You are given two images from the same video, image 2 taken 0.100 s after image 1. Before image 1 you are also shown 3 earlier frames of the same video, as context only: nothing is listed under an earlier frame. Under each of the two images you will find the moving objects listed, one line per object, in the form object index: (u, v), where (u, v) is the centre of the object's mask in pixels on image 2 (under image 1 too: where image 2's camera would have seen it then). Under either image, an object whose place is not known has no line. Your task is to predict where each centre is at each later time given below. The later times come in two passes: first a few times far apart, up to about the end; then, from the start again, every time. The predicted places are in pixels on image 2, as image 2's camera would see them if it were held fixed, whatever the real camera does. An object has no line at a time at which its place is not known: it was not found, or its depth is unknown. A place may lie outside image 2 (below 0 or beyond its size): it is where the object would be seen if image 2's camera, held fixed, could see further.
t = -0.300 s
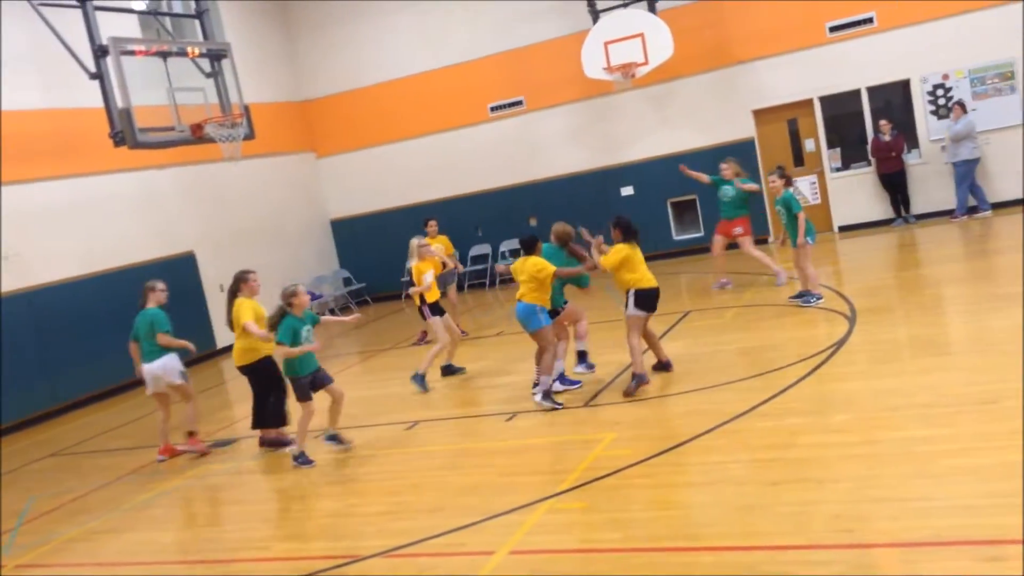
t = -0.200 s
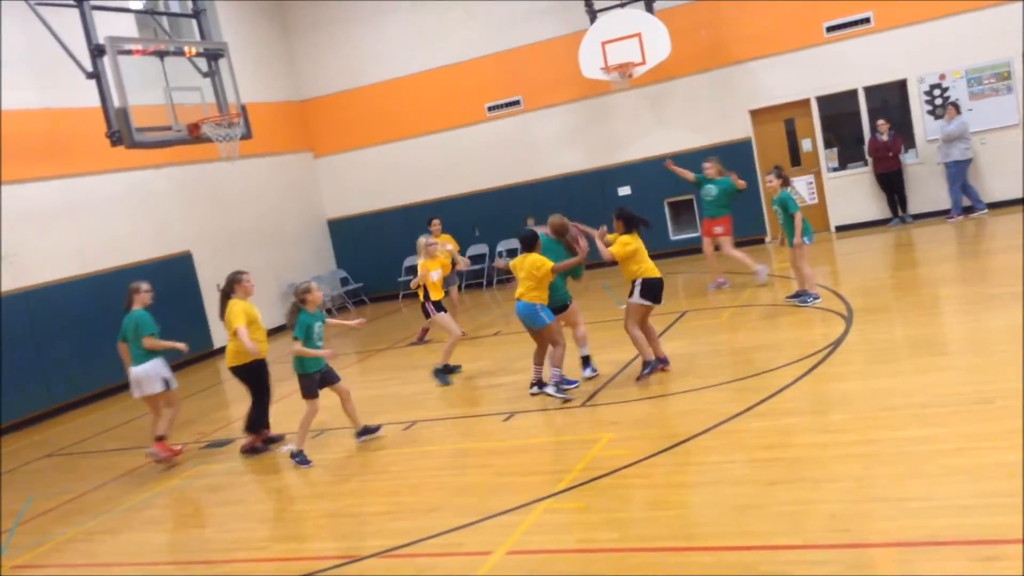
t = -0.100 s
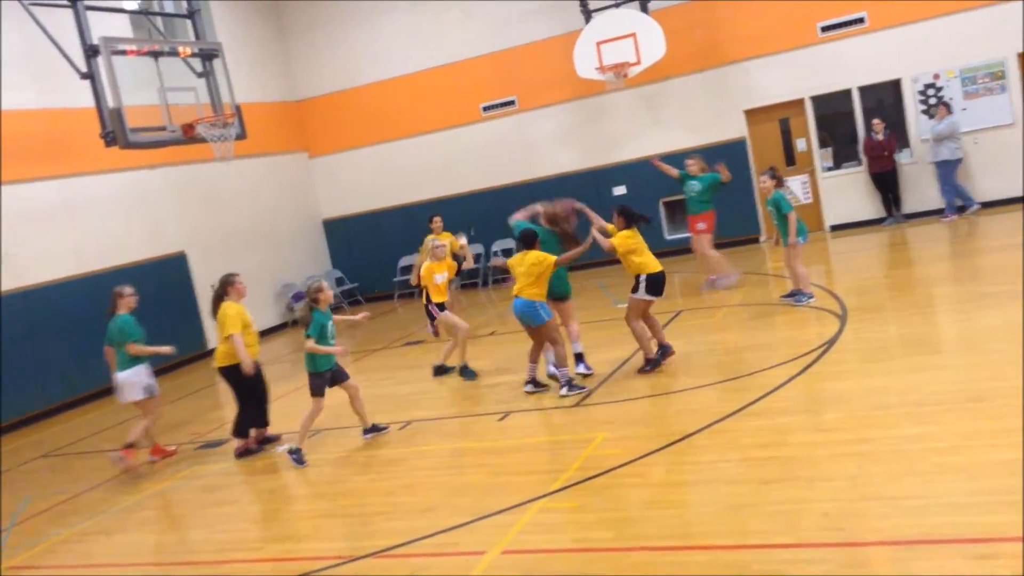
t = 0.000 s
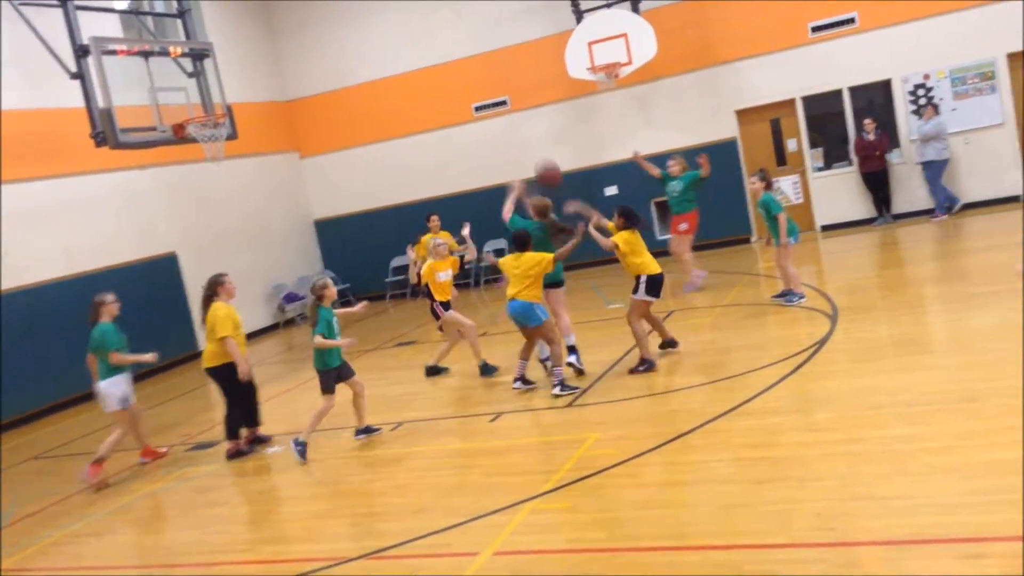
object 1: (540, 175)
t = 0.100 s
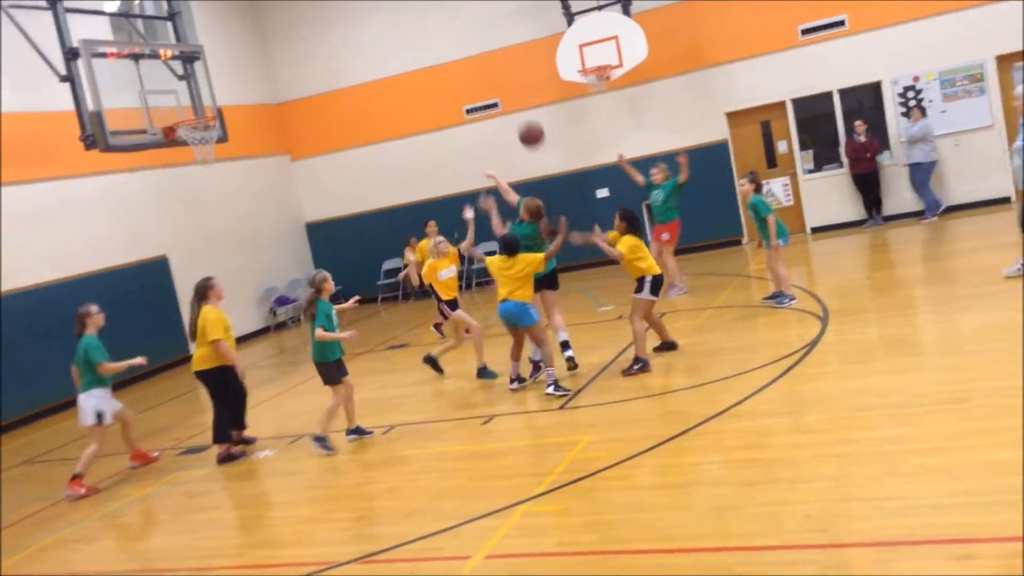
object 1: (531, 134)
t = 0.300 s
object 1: (520, 83)
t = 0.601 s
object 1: (520, 87)
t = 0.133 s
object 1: (528, 123)
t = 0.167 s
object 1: (526, 113)
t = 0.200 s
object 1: (524, 103)
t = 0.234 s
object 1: (522, 95)
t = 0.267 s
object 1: (521, 88)
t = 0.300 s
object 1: (520, 83)
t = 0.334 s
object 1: (519, 78)
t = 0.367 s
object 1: (518, 75)
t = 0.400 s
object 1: (518, 74)
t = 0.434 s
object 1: (517, 73)
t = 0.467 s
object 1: (517, 73)
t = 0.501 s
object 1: (517, 75)
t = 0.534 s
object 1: (518, 78)
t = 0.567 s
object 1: (519, 82)
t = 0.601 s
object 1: (520, 87)
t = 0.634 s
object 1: (520, 94)
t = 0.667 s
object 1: (521, 102)
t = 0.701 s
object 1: (523, 111)
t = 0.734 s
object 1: (524, 123)
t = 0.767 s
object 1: (526, 135)
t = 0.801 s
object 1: (528, 147)
